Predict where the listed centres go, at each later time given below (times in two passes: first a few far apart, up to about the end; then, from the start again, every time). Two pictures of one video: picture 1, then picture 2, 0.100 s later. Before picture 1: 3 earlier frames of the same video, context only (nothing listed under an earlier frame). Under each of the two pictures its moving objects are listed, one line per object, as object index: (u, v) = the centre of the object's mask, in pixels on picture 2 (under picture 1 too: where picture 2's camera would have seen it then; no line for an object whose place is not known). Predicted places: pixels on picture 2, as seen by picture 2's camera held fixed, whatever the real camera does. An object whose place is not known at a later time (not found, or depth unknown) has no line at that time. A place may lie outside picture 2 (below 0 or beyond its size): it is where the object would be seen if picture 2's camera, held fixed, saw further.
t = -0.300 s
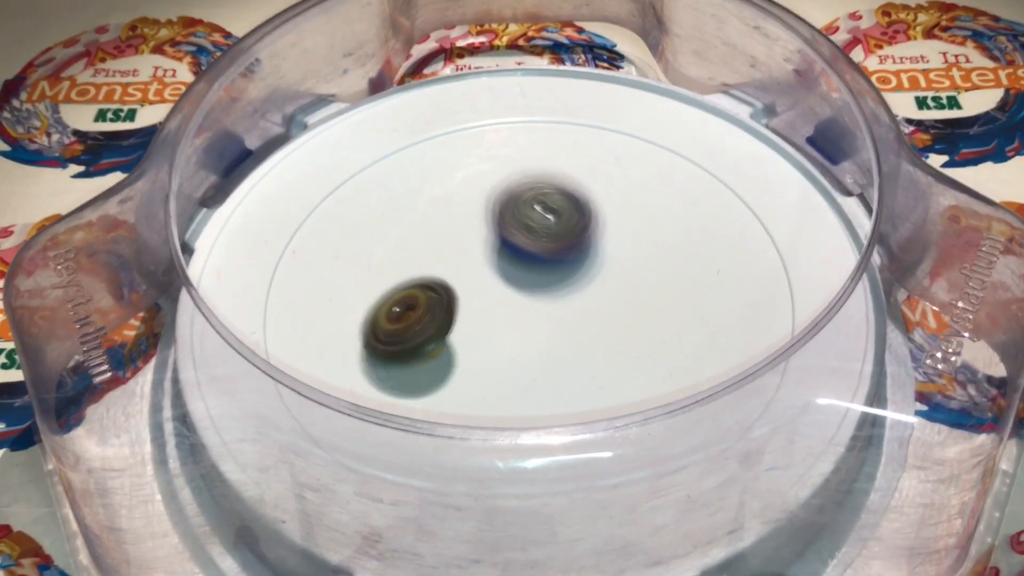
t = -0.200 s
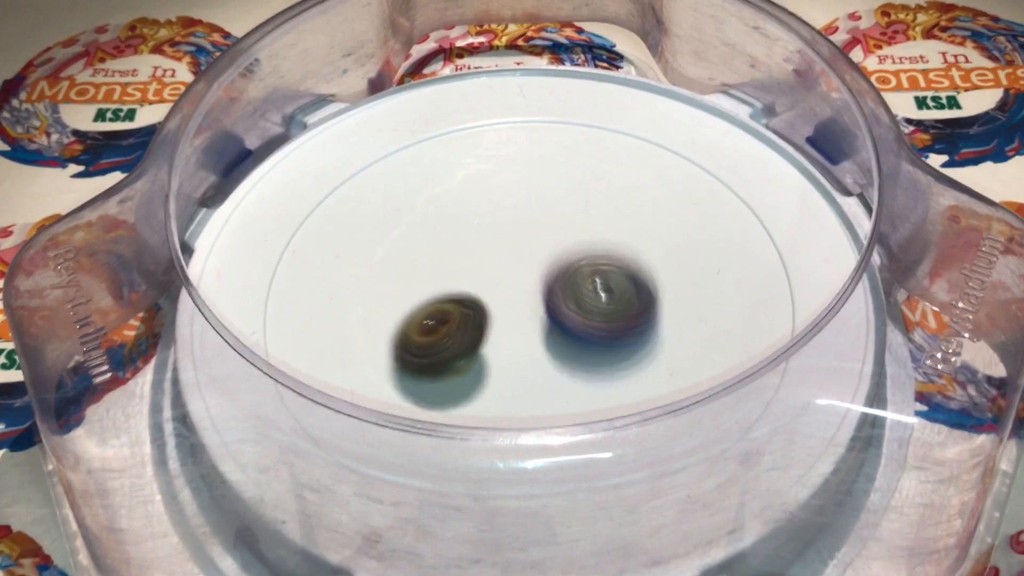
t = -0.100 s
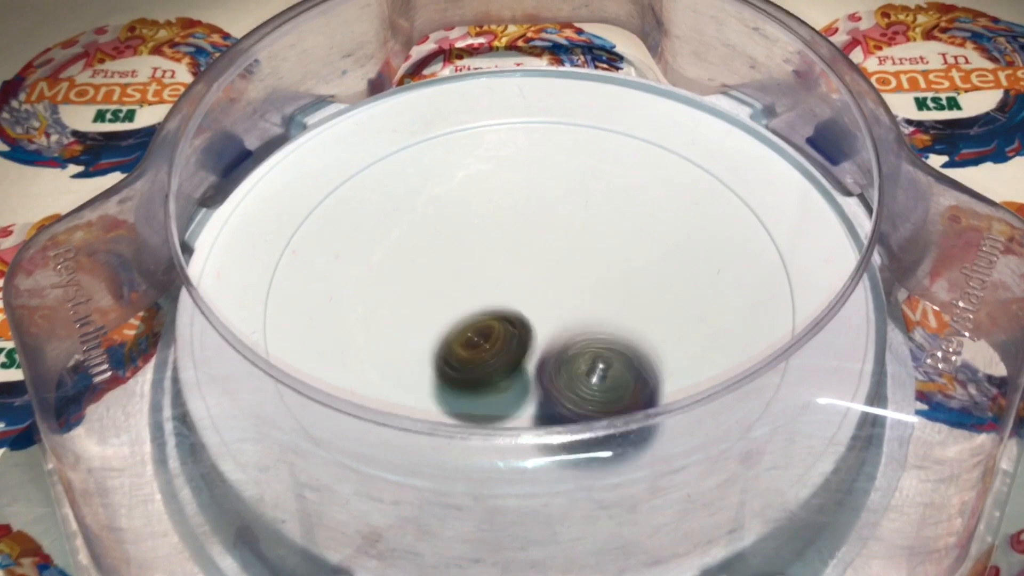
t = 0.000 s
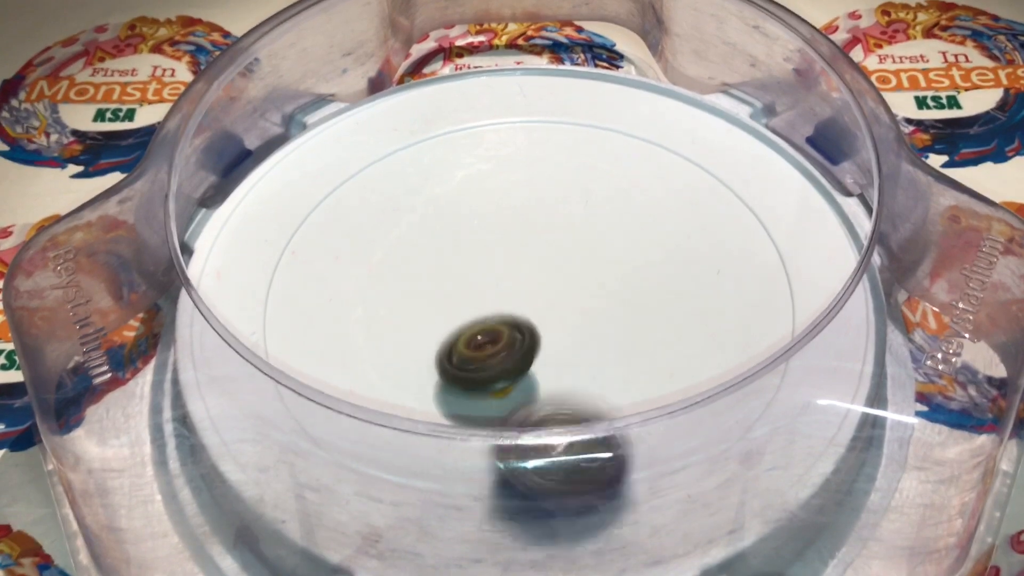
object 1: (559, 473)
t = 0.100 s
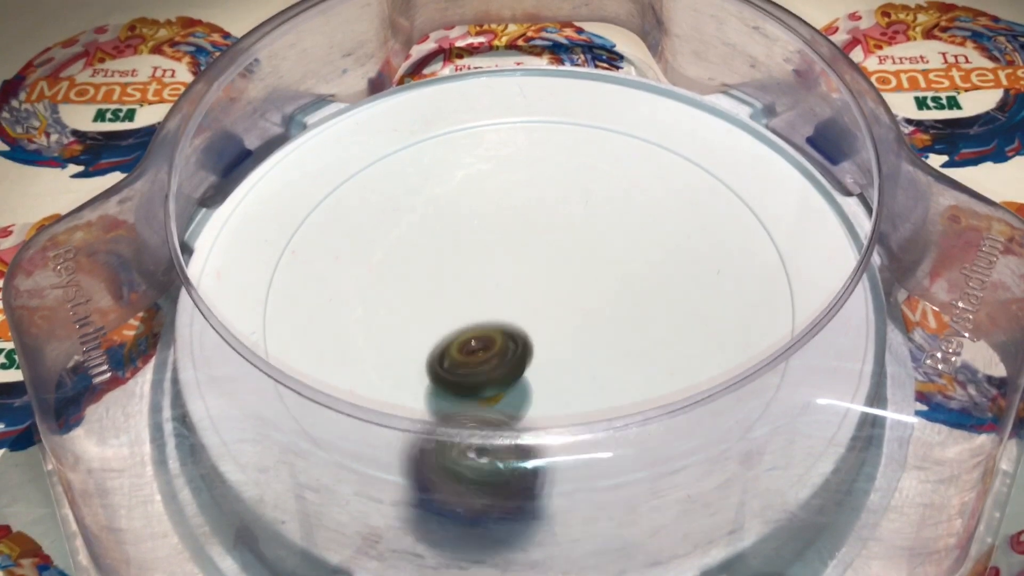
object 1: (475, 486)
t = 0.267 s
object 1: (374, 413)
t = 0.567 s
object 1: (523, 303)
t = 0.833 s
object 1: (703, 360)
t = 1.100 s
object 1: (594, 438)
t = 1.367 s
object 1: (676, 442)
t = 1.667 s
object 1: (608, 345)
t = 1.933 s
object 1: (648, 207)
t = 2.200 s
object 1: (709, 188)
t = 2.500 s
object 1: (608, 267)
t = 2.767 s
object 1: (419, 246)
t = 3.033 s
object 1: (345, 191)
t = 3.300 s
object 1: (449, 236)
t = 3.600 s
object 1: (606, 222)
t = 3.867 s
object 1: (663, 321)
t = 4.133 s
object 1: (599, 378)
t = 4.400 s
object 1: (531, 306)
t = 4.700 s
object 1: (607, 217)
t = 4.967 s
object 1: (586, 296)
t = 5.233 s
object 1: (462, 351)
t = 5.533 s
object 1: (424, 263)
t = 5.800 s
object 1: (557, 260)
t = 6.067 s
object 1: (596, 290)
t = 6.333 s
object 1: (567, 227)
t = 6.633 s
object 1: (517, 239)
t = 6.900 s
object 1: (472, 140)
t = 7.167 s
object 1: (538, 162)
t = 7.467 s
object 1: (587, 270)
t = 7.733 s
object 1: (586, 240)
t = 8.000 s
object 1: (605, 259)
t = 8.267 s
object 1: (523, 262)
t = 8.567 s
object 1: (452, 222)
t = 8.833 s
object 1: (474, 224)
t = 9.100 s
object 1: (490, 285)
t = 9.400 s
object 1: (493, 344)
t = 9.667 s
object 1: (469, 314)
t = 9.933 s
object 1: (437, 251)
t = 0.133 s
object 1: (448, 471)
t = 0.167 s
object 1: (413, 472)
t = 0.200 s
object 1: (386, 464)
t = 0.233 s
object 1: (376, 441)
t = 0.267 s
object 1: (374, 413)
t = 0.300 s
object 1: (373, 394)
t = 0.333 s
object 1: (377, 375)
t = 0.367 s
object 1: (388, 356)
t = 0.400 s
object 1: (403, 340)
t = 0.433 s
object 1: (423, 329)
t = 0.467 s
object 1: (446, 318)
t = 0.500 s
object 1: (470, 311)
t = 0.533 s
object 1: (496, 305)
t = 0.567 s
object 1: (523, 303)
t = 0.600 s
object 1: (549, 302)
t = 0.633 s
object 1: (577, 304)
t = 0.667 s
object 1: (602, 309)
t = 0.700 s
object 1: (627, 316)
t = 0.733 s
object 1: (652, 325)
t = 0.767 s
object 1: (672, 333)
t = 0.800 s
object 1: (688, 343)
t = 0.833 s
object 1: (703, 360)
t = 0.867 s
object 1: (711, 373)
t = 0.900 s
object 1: (714, 387)
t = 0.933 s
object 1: (714, 405)
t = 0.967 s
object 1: (705, 422)
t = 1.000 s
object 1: (687, 437)
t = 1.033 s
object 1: (660, 443)
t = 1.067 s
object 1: (627, 446)
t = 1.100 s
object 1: (594, 438)
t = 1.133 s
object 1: (563, 421)
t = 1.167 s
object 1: (538, 403)
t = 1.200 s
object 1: (561, 408)
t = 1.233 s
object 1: (600, 420)
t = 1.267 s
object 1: (631, 431)
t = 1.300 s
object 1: (653, 437)
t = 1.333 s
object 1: (667, 439)
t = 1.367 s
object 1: (676, 442)
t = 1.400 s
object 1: (676, 445)
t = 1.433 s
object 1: (674, 445)
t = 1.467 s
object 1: (665, 441)
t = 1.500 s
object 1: (652, 435)
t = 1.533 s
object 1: (639, 423)
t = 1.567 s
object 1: (626, 406)
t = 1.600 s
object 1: (617, 385)
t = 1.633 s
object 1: (610, 363)
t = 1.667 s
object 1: (608, 345)
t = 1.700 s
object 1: (607, 324)
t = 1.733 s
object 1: (609, 304)
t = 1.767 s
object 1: (613, 285)
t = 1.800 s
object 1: (618, 267)
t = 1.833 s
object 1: (624, 249)
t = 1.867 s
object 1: (631, 234)
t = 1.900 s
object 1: (639, 220)
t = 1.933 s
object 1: (648, 207)
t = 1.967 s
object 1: (657, 195)
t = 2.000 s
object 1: (667, 185)
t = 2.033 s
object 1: (677, 176)
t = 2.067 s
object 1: (687, 173)
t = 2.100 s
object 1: (696, 172)
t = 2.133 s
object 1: (701, 178)
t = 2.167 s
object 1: (701, 186)
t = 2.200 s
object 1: (709, 188)
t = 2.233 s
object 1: (721, 188)
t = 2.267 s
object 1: (728, 191)
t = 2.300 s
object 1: (729, 199)
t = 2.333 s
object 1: (723, 211)
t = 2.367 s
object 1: (710, 226)
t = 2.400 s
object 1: (691, 239)
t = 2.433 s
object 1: (665, 252)
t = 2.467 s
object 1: (637, 260)
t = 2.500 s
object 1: (608, 267)
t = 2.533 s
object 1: (578, 269)
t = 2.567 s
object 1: (548, 271)
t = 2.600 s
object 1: (521, 269)
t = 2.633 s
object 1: (495, 266)
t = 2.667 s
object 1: (472, 261)
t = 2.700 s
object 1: (452, 257)
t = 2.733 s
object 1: (434, 251)
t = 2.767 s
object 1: (419, 246)
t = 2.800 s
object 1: (404, 241)
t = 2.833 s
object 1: (390, 234)
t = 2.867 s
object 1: (379, 228)
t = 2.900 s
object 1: (368, 221)
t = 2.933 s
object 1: (357, 214)
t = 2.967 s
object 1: (350, 206)
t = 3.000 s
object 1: (346, 198)
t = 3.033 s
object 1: (345, 191)
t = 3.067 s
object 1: (347, 186)
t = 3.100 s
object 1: (354, 185)
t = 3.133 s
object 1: (366, 186)
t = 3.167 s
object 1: (384, 194)
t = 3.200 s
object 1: (401, 206)
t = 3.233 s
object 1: (419, 221)
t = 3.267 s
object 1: (435, 233)
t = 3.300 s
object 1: (449, 236)
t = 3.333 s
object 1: (463, 216)
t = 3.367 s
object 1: (478, 199)
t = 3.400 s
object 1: (495, 188)
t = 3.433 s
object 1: (513, 185)
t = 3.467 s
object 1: (531, 188)
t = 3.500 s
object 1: (551, 192)
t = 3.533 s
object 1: (571, 200)
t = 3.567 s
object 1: (589, 209)
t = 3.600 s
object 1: (606, 222)
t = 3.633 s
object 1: (620, 237)
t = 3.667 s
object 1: (631, 252)
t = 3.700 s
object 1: (638, 270)
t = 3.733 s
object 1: (643, 288)
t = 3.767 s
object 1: (650, 300)
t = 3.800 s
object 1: (657, 305)
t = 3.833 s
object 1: (661, 312)
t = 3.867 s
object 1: (663, 321)
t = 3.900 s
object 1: (663, 331)
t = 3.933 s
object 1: (662, 341)
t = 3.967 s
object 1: (653, 351)
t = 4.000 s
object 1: (638, 359)
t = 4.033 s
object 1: (618, 365)
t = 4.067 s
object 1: (614, 370)
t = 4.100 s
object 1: (611, 373)
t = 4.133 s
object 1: (599, 378)
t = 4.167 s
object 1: (583, 380)
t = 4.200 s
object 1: (569, 379)
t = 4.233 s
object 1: (555, 374)
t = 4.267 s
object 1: (543, 366)
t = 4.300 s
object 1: (536, 353)
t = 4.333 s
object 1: (531, 338)
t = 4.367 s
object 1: (530, 322)
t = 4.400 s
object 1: (531, 306)
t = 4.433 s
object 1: (534, 291)
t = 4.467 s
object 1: (539, 278)
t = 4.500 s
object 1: (545, 264)
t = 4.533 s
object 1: (552, 252)
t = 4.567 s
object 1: (561, 241)
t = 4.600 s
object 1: (572, 231)
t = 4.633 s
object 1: (583, 224)
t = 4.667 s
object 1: (595, 220)
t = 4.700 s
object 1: (607, 217)
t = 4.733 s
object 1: (618, 219)
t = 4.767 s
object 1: (628, 226)
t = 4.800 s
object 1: (632, 236)
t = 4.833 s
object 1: (630, 248)
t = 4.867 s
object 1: (623, 260)
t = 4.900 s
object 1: (609, 272)
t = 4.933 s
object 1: (594, 282)
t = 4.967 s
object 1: (586, 296)
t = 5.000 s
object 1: (582, 311)
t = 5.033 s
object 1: (570, 323)
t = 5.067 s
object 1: (555, 332)
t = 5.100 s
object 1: (538, 340)
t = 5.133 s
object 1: (520, 346)
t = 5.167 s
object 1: (501, 351)
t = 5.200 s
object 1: (481, 352)
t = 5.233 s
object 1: (462, 351)
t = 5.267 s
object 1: (445, 347)
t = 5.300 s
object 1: (430, 342)
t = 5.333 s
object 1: (417, 332)
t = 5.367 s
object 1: (408, 320)
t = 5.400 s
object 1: (402, 308)
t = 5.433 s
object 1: (401, 296)
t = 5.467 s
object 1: (404, 283)
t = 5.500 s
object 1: (412, 272)
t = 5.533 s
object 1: (424, 263)
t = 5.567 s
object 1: (439, 256)
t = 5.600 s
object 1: (456, 251)
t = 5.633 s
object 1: (473, 248)
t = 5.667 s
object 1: (491, 248)
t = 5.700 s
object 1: (509, 249)
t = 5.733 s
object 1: (527, 253)
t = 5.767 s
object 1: (542, 256)
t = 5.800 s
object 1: (557, 260)
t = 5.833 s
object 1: (569, 264)
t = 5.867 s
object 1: (579, 266)
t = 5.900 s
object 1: (589, 270)
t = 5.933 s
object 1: (597, 276)
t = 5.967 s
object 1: (602, 283)
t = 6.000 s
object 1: (603, 291)
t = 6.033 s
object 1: (601, 299)
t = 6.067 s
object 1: (596, 290)
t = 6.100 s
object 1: (591, 281)
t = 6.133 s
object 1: (587, 271)
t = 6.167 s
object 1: (582, 262)
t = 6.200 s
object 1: (578, 253)
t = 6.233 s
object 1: (575, 246)
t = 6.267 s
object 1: (572, 238)
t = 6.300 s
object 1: (569, 232)
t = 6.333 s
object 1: (567, 227)
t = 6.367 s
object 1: (564, 224)
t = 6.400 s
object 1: (561, 221)
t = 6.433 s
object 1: (557, 219)
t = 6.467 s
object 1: (553, 219)
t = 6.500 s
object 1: (547, 222)
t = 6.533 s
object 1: (542, 225)
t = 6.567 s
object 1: (534, 230)
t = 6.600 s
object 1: (526, 234)
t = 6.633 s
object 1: (517, 239)
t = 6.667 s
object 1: (507, 244)
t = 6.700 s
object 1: (497, 249)
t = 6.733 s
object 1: (489, 249)
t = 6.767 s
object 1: (478, 239)
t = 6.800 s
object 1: (471, 209)
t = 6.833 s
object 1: (469, 177)
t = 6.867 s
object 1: (470, 154)
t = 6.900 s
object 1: (472, 140)
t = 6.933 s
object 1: (478, 132)
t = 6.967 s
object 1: (486, 127)
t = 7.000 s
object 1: (494, 124)
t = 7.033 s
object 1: (506, 125)
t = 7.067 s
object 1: (517, 132)
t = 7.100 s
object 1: (525, 139)
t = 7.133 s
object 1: (533, 151)
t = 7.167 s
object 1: (538, 162)
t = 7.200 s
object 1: (545, 176)
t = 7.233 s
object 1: (550, 191)
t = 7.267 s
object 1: (555, 203)
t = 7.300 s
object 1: (561, 217)
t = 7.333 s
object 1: (565, 230)
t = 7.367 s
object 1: (572, 243)
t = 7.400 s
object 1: (578, 256)
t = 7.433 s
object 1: (583, 262)
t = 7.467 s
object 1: (587, 270)
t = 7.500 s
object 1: (591, 268)
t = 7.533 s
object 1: (588, 260)
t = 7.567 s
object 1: (585, 250)
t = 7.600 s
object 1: (582, 246)
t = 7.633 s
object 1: (581, 242)
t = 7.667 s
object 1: (581, 240)
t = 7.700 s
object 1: (583, 240)
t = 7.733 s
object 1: (586, 240)
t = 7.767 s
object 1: (591, 239)
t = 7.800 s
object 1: (597, 237)
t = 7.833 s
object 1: (605, 235)
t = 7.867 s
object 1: (611, 235)
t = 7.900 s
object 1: (614, 239)
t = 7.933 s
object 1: (614, 243)
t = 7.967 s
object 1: (612, 250)
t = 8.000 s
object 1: (605, 259)
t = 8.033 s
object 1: (596, 263)
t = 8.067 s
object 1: (587, 269)
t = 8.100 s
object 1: (577, 271)
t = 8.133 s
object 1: (567, 272)
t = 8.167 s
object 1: (556, 271)
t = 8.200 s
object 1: (542, 269)
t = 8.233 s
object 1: (533, 266)
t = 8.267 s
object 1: (523, 262)
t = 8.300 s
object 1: (512, 258)
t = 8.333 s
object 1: (503, 253)
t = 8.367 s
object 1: (490, 249)
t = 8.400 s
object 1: (481, 246)
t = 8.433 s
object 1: (470, 240)
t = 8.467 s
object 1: (464, 236)
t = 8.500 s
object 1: (460, 232)
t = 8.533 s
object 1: (454, 227)
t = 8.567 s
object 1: (452, 222)
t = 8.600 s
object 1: (453, 218)
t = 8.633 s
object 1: (455, 217)
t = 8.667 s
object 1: (458, 217)
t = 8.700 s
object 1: (462, 219)
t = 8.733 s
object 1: (466, 223)
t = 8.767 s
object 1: (469, 224)
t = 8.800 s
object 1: (471, 223)
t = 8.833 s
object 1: (474, 224)
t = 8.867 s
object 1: (476, 228)
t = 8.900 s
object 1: (480, 234)
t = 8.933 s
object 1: (483, 241)
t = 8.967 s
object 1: (484, 251)
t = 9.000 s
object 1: (486, 259)
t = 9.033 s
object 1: (487, 267)
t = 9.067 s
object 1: (488, 277)
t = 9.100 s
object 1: (490, 285)
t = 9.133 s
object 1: (492, 293)
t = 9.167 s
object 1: (494, 302)
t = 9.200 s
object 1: (498, 311)
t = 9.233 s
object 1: (501, 318)
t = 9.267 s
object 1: (504, 327)
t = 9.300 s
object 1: (503, 332)
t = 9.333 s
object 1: (504, 337)
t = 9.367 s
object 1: (500, 341)
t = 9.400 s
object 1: (493, 344)
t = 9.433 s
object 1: (487, 347)
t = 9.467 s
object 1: (480, 344)
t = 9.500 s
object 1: (476, 342)
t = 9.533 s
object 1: (474, 339)
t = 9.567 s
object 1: (474, 334)
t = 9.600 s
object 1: (475, 330)
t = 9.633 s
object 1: (477, 324)
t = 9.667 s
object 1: (469, 314)
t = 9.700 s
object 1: (458, 303)
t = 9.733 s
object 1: (451, 295)
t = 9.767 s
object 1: (446, 289)
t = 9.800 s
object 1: (442, 281)
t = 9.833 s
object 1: (438, 273)
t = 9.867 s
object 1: (435, 266)
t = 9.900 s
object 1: (436, 258)
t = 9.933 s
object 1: (437, 251)
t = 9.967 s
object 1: (441, 244)
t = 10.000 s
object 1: (449, 240)
